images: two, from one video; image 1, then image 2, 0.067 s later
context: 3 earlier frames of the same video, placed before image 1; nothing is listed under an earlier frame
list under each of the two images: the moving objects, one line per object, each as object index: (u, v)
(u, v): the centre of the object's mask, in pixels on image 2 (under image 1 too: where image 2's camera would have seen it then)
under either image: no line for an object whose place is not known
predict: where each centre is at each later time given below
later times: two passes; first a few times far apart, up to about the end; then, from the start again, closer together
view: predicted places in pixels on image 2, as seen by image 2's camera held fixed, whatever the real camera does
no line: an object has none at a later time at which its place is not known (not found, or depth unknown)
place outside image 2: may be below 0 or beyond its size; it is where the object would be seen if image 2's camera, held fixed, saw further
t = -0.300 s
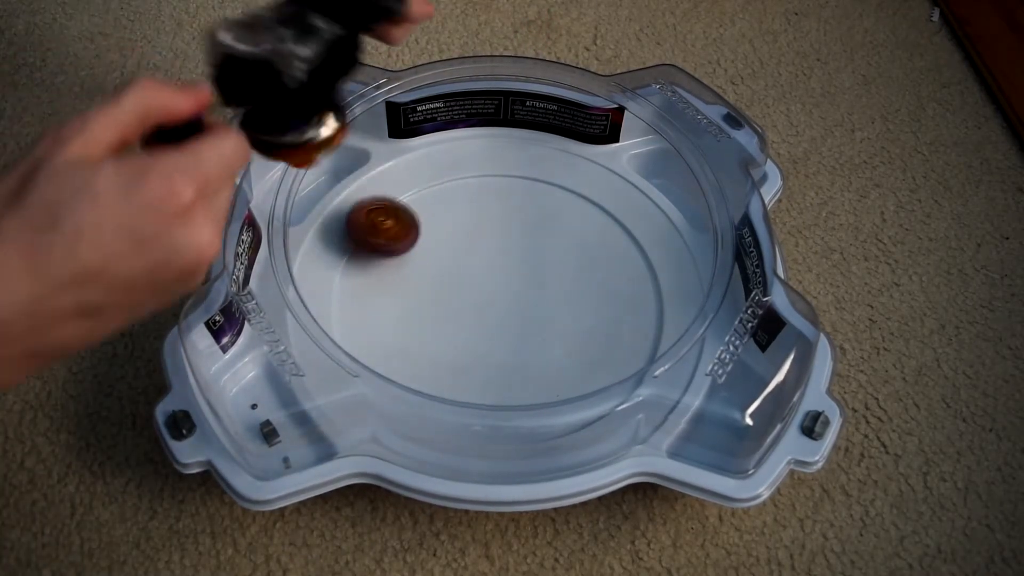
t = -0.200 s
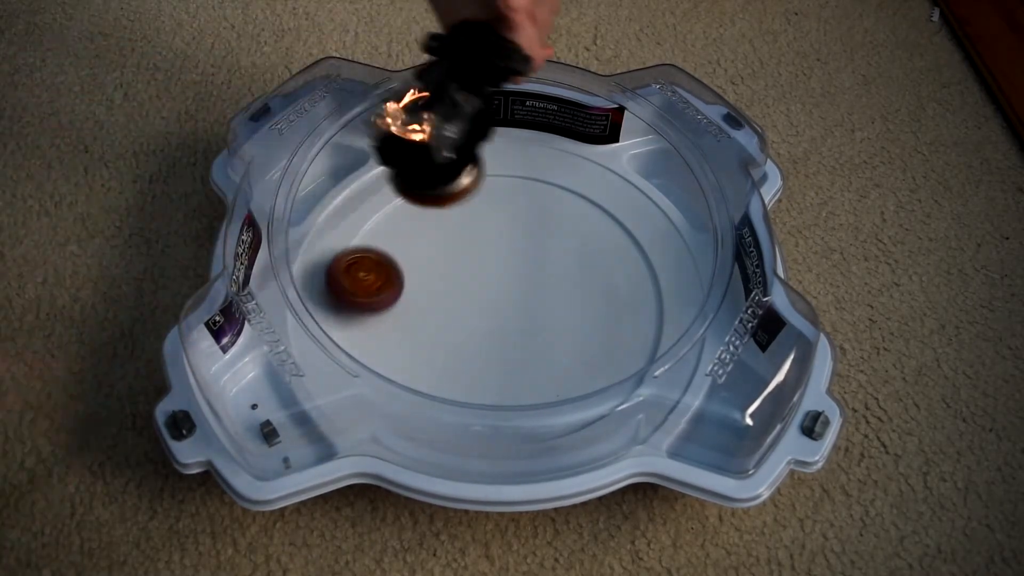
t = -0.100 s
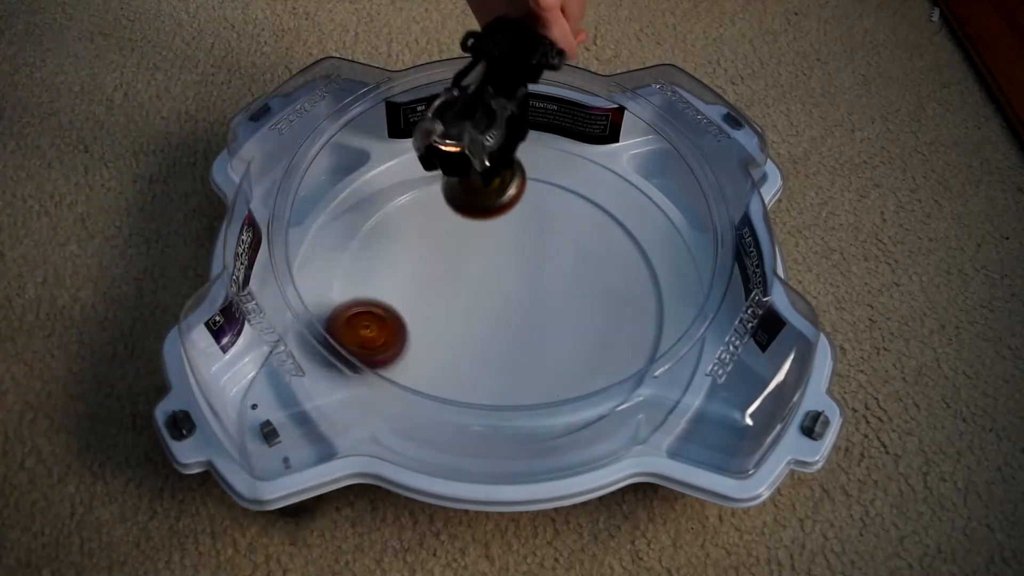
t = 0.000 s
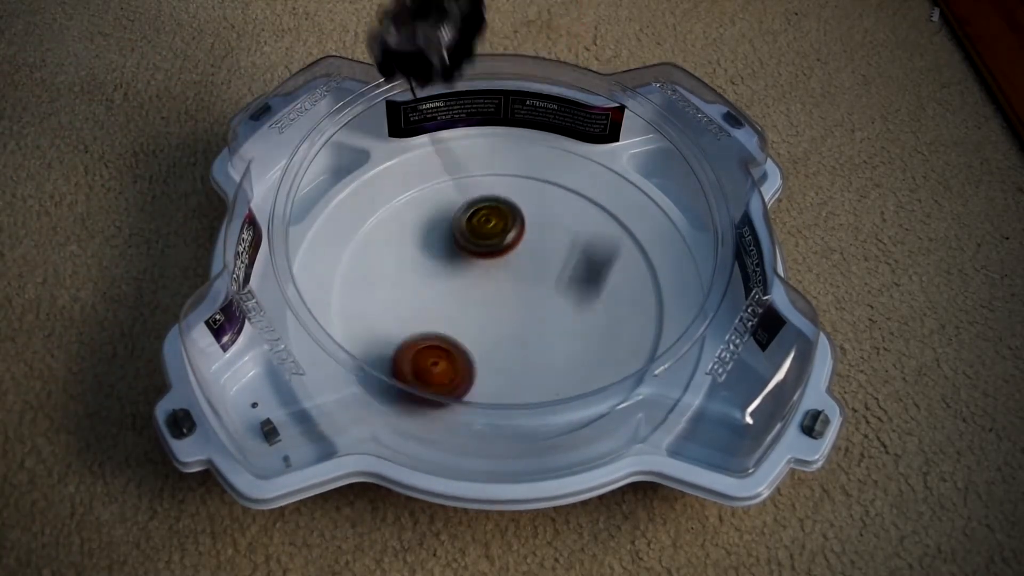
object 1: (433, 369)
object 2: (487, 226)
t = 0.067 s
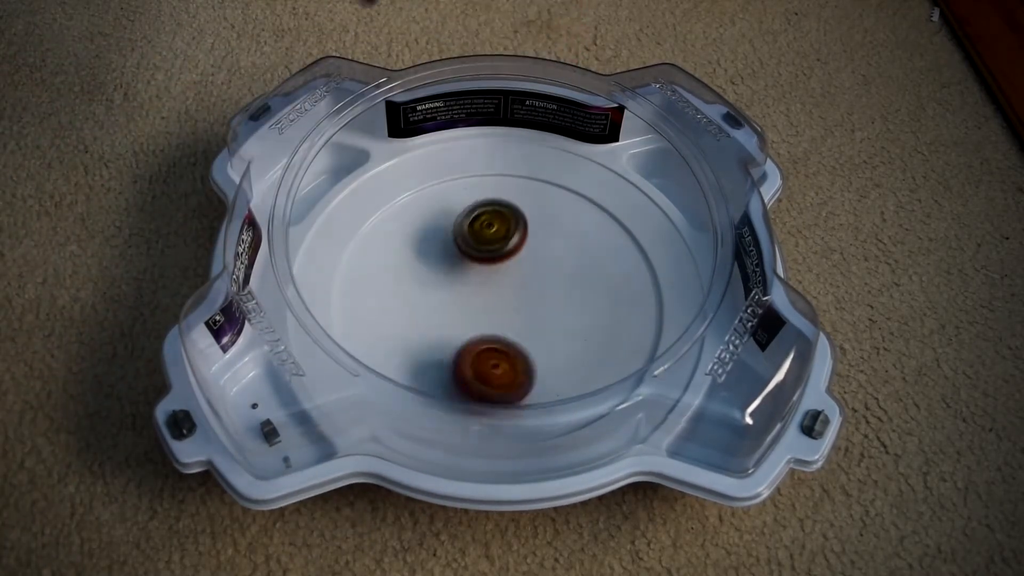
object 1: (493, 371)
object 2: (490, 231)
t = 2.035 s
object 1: (674, 175)
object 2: (470, 330)
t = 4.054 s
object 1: (685, 192)
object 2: (507, 274)
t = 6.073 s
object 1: (685, 192)
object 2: (485, 311)
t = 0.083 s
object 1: (508, 368)
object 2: (490, 238)
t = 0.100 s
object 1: (522, 361)
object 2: (490, 248)
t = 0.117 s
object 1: (538, 355)
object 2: (491, 253)
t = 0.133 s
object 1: (550, 347)
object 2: (491, 257)
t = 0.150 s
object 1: (561, 336)
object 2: (491, 263)
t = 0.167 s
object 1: (571, 327)
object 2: (490, 271)
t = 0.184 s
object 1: (581, 315)
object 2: (491, 279)
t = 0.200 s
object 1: (590, 303)
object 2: (491, 284)
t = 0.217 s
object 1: (597, 290)
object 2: (492, 291)
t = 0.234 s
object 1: (601, 276)
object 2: (491, 300)
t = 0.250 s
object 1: (603, 261)
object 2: (492, 307)
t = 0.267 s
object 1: (605, 245)
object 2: (492, 314)
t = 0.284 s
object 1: (606, 231)
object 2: (493, 323)
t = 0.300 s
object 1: (605, 217)
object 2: (494, 331)
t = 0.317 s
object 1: (601, 203)
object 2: (496, 338)
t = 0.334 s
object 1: (597, 190)
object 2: (498, 346)
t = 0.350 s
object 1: (590, 176)
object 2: (500, 353)
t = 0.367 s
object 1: (581, 166)
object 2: (504, 359)
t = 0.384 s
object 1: (573, 158)
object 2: (507, 366)
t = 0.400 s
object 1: (563, 152)
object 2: (512, 371)
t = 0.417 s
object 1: (554, 146)
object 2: (516, 379)
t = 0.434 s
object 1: (542, 137)
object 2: (523, 384)
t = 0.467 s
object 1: (518, 133)
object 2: (537, 392)
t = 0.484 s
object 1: (505, 136)
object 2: (545, 396)
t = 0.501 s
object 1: (490, 137)
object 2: (553, 398)
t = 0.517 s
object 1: (473, 137)
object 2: (563, 400)
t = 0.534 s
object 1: (456, 137)
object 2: (572, 401)
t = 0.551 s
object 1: (442, 139)
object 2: (582, 401)
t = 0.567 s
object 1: (426, 145)
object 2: (588, 394)
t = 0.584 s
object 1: (410, 151)
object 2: (592, 388)
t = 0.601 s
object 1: (395, 159)
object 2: (596, 384)
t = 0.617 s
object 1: (379, 169)
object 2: (599, 378)
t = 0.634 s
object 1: (364, 179)
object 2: (602, 371)
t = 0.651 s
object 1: (351, 190)
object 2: (603, 366)
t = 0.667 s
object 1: (338, 203)
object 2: (605, 362)
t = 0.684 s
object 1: (328, 217)
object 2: (604, 355)
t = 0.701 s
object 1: (321, 232)
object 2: (605, 350)
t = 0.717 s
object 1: (314, 249)
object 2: (604, 347)
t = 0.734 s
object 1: (305, 265)
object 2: (603, 344)
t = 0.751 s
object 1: (298, 283)
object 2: (602, 339)
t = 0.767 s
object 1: (297, 299)
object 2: (599, 335)
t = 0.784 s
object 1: (301, 315)
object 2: (597, 332)
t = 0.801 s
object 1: (309, 332)
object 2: (595, 328)
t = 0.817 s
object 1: (308, 354)
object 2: (592, 324)
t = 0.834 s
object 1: (320, 373)
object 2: (589, 321)
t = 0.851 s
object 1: (335, 392)
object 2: (586, 319)
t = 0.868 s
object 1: (354, 407)
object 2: (582, 316)
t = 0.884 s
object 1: (376, 420)
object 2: (579, 314)
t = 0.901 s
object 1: (403, 424)
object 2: (575, 311)
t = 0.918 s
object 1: (429, 426)
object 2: (571, 309)
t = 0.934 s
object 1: (459, 425)
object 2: (567, 307)
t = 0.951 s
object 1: (486, 421)
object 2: (562, 306)
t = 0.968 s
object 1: (515, 418)
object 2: (557, 304)
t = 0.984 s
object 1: (540, 416)
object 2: (552, 302)
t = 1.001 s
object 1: (567, 407)
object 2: (547, 301)
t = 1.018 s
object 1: (592, 396)
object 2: (542, 300)
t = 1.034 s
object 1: (614, 382)
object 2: (537, 299)
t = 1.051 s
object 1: (635, 367)
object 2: (532, 299)
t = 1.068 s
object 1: (651, 349)
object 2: (527, 299)
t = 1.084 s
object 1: (663, 328)
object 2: (522, 300)
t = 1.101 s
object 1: (672, 307)
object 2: (517, 300)
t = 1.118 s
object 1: (677, 288)
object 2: (512, 300)
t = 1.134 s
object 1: (683, 269)
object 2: (507, 302)
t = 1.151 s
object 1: (686, 250)
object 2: (503, 303)
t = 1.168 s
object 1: (686, 232)
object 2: (499, 304)
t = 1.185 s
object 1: (685, 214)
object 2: (495, 305)
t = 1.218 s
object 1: (676, 184)
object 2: (487, 308)
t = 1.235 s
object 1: (670, 174)
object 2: (483, 311)
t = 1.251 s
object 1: (665, 165)
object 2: (480, 312)
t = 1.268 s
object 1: (659, 158)
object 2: (477, 315)
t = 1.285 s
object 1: (651, 155)
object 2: (474, 317)
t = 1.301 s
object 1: (648, 151)
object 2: (471, 318)
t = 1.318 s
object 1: (645, 148)
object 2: (469, 319)
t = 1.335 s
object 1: (641, 145)
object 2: (467, 321)
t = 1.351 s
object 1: (638, 144)
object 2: (464, 324)
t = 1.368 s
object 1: (634, 144)
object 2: (462, 325)
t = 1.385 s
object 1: (632, 143)
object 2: (460, 327)
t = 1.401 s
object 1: (633, 142)
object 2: (458, 329)
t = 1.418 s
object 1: (638, 146)
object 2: (457, 331)
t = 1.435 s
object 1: (643, 151)
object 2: (454, 333)
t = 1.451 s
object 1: (650, 152)
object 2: (454, 335)
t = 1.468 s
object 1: (661, 153)
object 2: (452, 336)
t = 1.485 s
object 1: (675, 153)
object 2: (451, 338)
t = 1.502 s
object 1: (671, 163)
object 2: (450, 339)
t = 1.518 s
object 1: (673, 171)
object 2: (450, 340)
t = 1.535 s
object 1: (679, 174)
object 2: (450, 342)
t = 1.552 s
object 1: (685, 179)
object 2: (450, 344)
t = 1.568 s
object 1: (688, 185)
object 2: (449, 344)
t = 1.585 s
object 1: (701, 190)
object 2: (449, 345)
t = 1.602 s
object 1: (699, 196)
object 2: (449, 346)
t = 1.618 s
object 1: (700, 199)
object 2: (450, 348)
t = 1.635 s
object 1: (708, 197)
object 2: (450, 348)
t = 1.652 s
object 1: (708, 197)
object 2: (450, 348)
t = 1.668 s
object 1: (707, 195)
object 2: (451, 349)
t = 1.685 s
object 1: (705, 192)
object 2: (452, 349)
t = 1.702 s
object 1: (705, 190)
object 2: (453, 349)
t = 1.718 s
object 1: (703, 191)
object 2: (453, 349)
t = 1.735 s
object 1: (685, 190)
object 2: (455, 349)
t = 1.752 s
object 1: (685, 190)
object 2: (456, 349)
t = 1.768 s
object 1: (686, 189)
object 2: (456, 349)
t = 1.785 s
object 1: (685, 188)
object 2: (458, 348)
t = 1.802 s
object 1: (686, 188)
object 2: (458, 347)
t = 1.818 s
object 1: (684, 183)
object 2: (459, 346)
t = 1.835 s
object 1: (680, 183)
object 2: (460, 346)
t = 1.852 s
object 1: (678, 180)
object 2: (461, 345)
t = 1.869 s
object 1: (676, 177)
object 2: (462, 344)
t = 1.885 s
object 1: (675, 177)
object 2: (463, 342)
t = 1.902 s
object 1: (674, 177)
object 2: (464, 341)
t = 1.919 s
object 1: (677, 176)
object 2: (465, 340)
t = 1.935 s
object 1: (678, 173)
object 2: (466, 339)
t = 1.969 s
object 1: (677, 178)
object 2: (468, 336)
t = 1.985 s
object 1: (678, 176)
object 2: (468, 334)
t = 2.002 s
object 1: (676, 176)
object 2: (469, 333)
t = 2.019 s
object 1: (674, 175)
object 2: (470, 332)
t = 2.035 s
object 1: (674, 175)
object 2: (470, 330)
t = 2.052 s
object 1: (673, 176)
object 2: (471, 329)
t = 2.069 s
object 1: (675, 172)
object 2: (472, 327)
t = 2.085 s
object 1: (675, 168)
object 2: (472, 325)
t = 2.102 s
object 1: (675, 167)
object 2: (472, 325)
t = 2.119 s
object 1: (676, 169)
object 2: (472, 322)
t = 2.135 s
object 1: (673, 174)
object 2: (473, 321)
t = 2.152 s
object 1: (673, 176)
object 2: (473, 319)
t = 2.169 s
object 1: (676, 177)
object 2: (472, 317)
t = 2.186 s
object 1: (677, 179)
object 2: (472, 315)
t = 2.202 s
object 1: (678, 181)
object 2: (472, 314)
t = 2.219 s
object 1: (679, 181)
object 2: (471, 312)
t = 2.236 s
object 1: (681, 183)
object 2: (471, 310)
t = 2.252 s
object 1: (680, 183)
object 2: (470, 308)
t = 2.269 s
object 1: (681, 185)
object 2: (470, 306)
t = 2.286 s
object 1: (683, 186)
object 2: (469, 304)
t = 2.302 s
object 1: (683, 187)
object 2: (468, 303)
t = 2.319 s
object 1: (685, 189)
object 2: (467, 301)
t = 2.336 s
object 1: (687, 193)
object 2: (466, 299)
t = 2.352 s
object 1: (688, 193)
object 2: (466, 298)
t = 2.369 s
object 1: (690, 198)
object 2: (464, 296)
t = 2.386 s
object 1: (691, 200)
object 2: (463, 295)
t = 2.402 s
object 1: (693, 200)
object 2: (462, 294)
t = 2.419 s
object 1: (692, 199)
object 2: (461, 292)
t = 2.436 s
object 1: (690, 198)
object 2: (460, 291)
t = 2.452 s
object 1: (689, 195)
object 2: (459, 290)
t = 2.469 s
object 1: (689, 195)
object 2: (458, 289)
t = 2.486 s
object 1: (687, 193)
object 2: (457, 288)
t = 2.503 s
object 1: (687, 193)
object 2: (457, 287)
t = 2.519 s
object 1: (686, 192)
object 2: (456, 286)
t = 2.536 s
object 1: (685, 192)
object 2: (455, 285)
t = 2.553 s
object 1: (685, 191)
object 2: (454, 284)
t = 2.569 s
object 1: (685, 192)
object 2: (454, 283)
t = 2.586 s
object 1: (685, 192)
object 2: (453, 283)
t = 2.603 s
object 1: (685, 192)
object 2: (453, 282)
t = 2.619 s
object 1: (685, 192)
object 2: (453, 281)
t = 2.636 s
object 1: (685, 192)
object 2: (452, 281)
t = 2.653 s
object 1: (686, 192)
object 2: (452, 280)
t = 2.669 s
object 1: (685, 192)
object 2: (453, 279)
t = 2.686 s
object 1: (685, 192)
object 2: (453, 279)
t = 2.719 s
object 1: (686, 192)
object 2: (454, 278)
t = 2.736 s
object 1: (686, 192)
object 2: (455, 278)
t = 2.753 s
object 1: (685, 192)
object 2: (456, 278)
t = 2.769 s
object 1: (685, 192)
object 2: (456, 278)
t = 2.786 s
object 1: (685, 192)
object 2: (457, 277)
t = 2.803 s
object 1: (686, 192)
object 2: (458, 277)
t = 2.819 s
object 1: (686, 192)
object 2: (459, 277)
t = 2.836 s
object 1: (686, 192)
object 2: (460, 276)
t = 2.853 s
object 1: (685, 192)
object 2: (461, 276)
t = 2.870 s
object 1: (685, 192)
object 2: (461, 276)
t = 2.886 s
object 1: (685, 192)
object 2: (462, 275)
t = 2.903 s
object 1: (685, 192)
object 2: (462, 275)
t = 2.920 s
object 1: (685, 192)
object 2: (463, 274)
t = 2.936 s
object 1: (686, 192)
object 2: (463, 274)
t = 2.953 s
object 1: (686, 192)
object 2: (463, 273)
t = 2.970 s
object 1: (686, 192)
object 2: (464, 272)
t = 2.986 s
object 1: (686, 192)
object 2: (464, 272)
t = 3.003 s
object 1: (686, 192)
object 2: (464, 271)
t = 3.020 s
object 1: (685, 192)
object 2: (464, 270)
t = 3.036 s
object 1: (685, 192)
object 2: (465, 270)
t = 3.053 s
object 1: (685, 192)
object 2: (465, 270)
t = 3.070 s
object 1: (686, 192)
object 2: (464, 269)
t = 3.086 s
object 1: (685, 191)
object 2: (465, 268)
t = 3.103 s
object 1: (685, 191)
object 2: (465, 268)
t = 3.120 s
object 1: (685, 191)
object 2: (465, 267)
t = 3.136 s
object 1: (686, 192)
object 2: (465, 267)
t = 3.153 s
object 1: (686, 192)
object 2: (466, 266)
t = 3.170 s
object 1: (685, 191)
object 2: (466, 266)
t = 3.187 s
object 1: (685, 191)
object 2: (466, 266)
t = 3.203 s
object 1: (685, 191)
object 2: (466, 265)
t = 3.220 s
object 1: (686, 192)
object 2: (467, 265)
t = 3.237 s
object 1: (686, 192)
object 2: (467, 264)
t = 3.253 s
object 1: (686, 192)
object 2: (468, 264)
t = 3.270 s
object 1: (685, 192)
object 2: (468, 264)
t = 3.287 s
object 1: (685, 191)
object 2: (469, 264)
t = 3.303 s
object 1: (685, 191)
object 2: (469, 263)
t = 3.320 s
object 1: (685, 191)
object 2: (470, 264)
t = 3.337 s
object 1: (685, 191)
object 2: (470, 263)
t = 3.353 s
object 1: (685, 191)
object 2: (471, 262)
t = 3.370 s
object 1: (685, 191)
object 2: (472, 263)
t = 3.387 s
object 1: (685, 191)
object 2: (472, 262)
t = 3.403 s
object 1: (685, 192)
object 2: (473, 262)
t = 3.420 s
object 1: (686, 192)
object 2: (473, 262)
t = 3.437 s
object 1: (686, 192)
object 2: (474, 262)
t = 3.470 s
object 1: (685, 191)
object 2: (475, 263)
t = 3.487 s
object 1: (685, 191)
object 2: (475, 263)
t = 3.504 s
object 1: (685, 191)
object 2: (476, 263)
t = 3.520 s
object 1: (685, 191)
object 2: (477, 263)
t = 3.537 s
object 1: (685, 191)
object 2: (478, 263)
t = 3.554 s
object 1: (685, 191)
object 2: (478, 263)
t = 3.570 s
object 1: (685, 191)
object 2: (478, 264)
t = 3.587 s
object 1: (685, 191)
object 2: (479, 263)
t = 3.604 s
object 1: (685, 192)
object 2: (480, 263)
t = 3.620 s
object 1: (685, 192)
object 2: (481, 264)
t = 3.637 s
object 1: (685, 192)
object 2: (481, 264)
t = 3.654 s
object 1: (685, 192)
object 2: (482, 264)
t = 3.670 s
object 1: (685, 192)
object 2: (483, 265)
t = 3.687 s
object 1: (685, 191)
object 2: (484, 265)
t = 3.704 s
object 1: (685, 192)
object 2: (485, 265)
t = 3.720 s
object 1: (685, 192)
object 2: (486, 266)
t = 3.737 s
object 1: (685, 192)
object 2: (486, 266)
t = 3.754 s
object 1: (685, 192)
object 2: (487, 266)
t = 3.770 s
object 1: (685, 191)
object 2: (489, 266)
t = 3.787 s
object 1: (685, 192)
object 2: (490, 267)
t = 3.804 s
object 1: (685, 192)
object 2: (491, 267)
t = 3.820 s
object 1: (685, 192)
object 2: (491, 267)
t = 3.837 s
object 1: (685, 192)
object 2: (493, 267)
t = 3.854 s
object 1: (685, 192)
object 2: (494, 268)
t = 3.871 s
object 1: (685, 192)
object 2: (495, 268)
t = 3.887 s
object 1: (685, 192)
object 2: (496, 269)
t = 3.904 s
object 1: (685, 192)
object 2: (496, 269)
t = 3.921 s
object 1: (685, 192)
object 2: (498, 269)
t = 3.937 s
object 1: (685, 192)
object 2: (499, 270)
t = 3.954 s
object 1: (685, 192)
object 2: (500, 271)
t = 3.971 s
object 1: (685, 192)
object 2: (501, 272)
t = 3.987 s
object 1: (685, 192)
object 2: (502, 272)
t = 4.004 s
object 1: (685, 192)
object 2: (503, 272)
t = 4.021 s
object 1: (685, 192)
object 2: (504, 273)
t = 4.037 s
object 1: (685, 192)
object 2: (505, 273)
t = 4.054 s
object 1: (685, 192)
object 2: (507, 274)
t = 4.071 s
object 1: (685, 192)
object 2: (507, 274)
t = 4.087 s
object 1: (685, 192)
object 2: (508, 275)
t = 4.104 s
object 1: (685, 192)
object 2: (510, 274)
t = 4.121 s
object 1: (685, 191)
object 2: (510, 275)
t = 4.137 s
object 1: (685, 192)
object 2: (512, 276)
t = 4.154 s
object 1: (685, 192)
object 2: (513, 276)
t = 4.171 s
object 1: (685, 192)
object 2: (514, 277)
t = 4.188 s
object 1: (685, 192)
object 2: (514, 277)
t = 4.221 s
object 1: (685, 192)
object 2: (516, 277)
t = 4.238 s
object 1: (685, 192)
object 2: (517, 278)
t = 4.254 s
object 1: (685, 192)
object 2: (518, 279)
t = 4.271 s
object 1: (685, 192)
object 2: (518, 280)
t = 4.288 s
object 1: (685, 192)
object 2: (519, 280)
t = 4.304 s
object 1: (685, 192)
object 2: (519, 280)
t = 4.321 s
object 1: (685, 192)
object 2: (520, 281)
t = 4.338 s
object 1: (685, 192)
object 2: (521, 281)
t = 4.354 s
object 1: (685, 192)
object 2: (522, 282)
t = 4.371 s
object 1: (685, 192)
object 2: (523, 282)
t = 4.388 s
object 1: (685, 192)
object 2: (524, 283)
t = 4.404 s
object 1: (685, 192)
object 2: (524, 283)
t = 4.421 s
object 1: (685, 192)
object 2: (525, 283)
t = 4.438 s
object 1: (685, 192)
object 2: (526, 283)
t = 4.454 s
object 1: (685, 191)
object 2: (526, 284)
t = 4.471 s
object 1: (685, 192)
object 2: (527, 285)
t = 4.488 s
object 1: (685, 192)
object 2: (528, 285)
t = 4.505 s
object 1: (685, 192)
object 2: (528, 286)
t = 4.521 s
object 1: (685, 192)
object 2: (528, 286)
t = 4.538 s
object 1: (685, 192)
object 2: (528, 286)
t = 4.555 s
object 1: (685, 192)
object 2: (529, 286)
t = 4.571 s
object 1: (685, 192)
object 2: (530, 287)
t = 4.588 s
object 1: (685, 192)
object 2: (530, 287)
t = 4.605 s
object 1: (685, 192)
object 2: (530, 288)
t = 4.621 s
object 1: (685, 192)
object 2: (530, 289)
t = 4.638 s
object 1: (685, 192)
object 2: (530, 289)
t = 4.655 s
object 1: (685, 191)
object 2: (530, 289)
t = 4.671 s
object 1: (685, 191)
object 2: (530, 290)
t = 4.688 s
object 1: (685, 191)
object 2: (530, 290)
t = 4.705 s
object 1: (685, 192)
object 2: (530, 290)
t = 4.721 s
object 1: (685, 192)
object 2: (529, 291)
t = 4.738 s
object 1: (685, 192)
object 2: (529, 292)
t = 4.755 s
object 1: (685, 191)
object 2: (529, 292)
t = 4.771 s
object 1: (685, 191)
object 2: (528, 293)
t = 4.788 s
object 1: (685, 191)
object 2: (528, 293)
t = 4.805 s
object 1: (685, 192)
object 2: (528, 294)
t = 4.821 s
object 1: (685, 191)
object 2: (528, 294)
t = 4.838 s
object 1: (685, 191)
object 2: (528, 295)
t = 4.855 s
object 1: (685, 191)
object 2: (528, 295)
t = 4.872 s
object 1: (685, 191)
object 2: (528, 296)
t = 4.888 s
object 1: (685, 191)
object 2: (528, 297)
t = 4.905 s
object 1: (685, 192)
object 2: (527, 297)
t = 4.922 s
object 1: (685, 191)
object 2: (527, 297)
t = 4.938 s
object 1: (685, 191)
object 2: (527, 297)
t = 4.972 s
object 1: (685, 191)
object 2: (527, 298)
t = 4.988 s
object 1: (685, 192)
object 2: (527, 298)
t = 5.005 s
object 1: (685, 192)
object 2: (527, 298)
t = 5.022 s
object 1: (685, 191)
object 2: (527, 299)
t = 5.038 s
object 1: (685, 192)
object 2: (527, 300)
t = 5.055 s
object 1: (685, 191)
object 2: (527, 301)
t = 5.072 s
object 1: (685, 191)
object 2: (526, 301)
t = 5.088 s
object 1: (685, 192)
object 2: (526, 302)
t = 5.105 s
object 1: (685, 191)
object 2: (525, 302)
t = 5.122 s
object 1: (685, 192)
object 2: (525, 302)
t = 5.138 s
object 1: (685, 191)
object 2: (525, 303)
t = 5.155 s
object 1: (685, 191)
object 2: (525, 303)
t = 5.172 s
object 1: (685, 192)
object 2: (524, 304)
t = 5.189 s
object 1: (685, 192)
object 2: (524, 304)
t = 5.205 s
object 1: (685, 191)
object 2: (524, 305)
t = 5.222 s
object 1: (685, 192)
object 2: (523, 305)
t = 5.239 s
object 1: (685, 192)
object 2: (523, 306)
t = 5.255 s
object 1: (685, 192)
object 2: (522, 307)
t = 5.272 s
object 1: (685, 192)
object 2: (522, 306)
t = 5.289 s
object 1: (685, 192)
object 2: (521, 307)
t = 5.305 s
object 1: (685, 192)
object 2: (520, 307)
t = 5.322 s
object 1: (685, 192)
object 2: (520, 307)
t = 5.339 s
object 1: (685, 192)
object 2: (520, 307)
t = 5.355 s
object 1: (685, 192)
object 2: (519, 308)
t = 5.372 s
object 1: (685, 192)
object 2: (519, 308)
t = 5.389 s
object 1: (685, 192)
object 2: (519, 309)
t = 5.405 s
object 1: (685, 192)
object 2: (518, 309)
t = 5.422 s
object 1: (685, 191)
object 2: (518, 309)
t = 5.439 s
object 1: (685, 191)
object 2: (517, 310)
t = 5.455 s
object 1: (685, 192)
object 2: (516, 310)
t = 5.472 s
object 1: (685, 191)
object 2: (515, 311)
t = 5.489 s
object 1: (685, 192)
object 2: (514, 311)
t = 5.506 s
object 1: (685, 192)
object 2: (513, 311)
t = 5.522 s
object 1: (685, 191)
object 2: (513, 311)
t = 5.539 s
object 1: (685, 192)
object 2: (512, 311)
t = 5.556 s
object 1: (685, 192)
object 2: (511, 311)
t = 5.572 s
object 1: (685, 192)
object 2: (510, 311)
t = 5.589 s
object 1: (685, 192)
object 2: (510, 312)
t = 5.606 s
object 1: (685, 192)
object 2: (509, 312)
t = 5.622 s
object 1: (685, 192)
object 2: (509, 312)
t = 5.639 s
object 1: (685, 192)
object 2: (508, 312)
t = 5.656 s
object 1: (685, 192)
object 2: (508, 312)
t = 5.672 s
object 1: (685, 192)
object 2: (507, 313)
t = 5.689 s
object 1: (685, 192)
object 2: (506, 313)
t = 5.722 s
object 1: (685, 192)
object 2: (504, 313)
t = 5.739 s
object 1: (685, 192)
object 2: (504, 313)
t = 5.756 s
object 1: (685, 192)
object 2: (502, 313)
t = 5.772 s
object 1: (685, 192)
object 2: (502, 313)
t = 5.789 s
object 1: (685, 192)
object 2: (500, 313)
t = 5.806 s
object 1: (685, 192)
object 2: (500, 313)
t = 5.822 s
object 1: (685, 192)
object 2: (499, 313)
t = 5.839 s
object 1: (685, 192)
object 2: (498, 313)
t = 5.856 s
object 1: (685, 192)
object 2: (497, 313)
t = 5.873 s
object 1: (685, 192)
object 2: (496, 313)
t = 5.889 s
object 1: (685, 192)
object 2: (495, 313)
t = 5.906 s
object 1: (685, 192)
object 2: (494, 312)
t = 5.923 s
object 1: (685, 192)
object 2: (493, 312)
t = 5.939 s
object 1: (685, 192)
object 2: (492, 312)
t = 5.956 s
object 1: (685, 192)
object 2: (492, 312)
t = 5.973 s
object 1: (685, 192)
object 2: (491, 312)
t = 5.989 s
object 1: (685, 192)
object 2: (490, 312)
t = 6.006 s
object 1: (685, 192)
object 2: (489, 312)
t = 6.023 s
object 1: (685, 192)
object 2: (488, 312)
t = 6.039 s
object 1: (685, 192)
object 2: (487, 311)
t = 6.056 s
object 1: (685, 192)
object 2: (486, 311)
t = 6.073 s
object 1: (685, 192)
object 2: (485, 311)
